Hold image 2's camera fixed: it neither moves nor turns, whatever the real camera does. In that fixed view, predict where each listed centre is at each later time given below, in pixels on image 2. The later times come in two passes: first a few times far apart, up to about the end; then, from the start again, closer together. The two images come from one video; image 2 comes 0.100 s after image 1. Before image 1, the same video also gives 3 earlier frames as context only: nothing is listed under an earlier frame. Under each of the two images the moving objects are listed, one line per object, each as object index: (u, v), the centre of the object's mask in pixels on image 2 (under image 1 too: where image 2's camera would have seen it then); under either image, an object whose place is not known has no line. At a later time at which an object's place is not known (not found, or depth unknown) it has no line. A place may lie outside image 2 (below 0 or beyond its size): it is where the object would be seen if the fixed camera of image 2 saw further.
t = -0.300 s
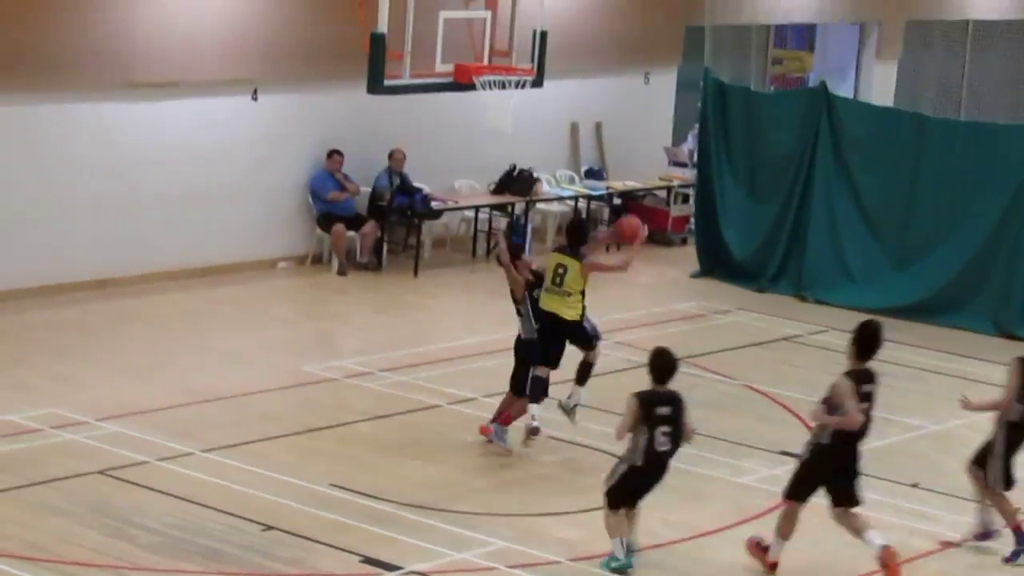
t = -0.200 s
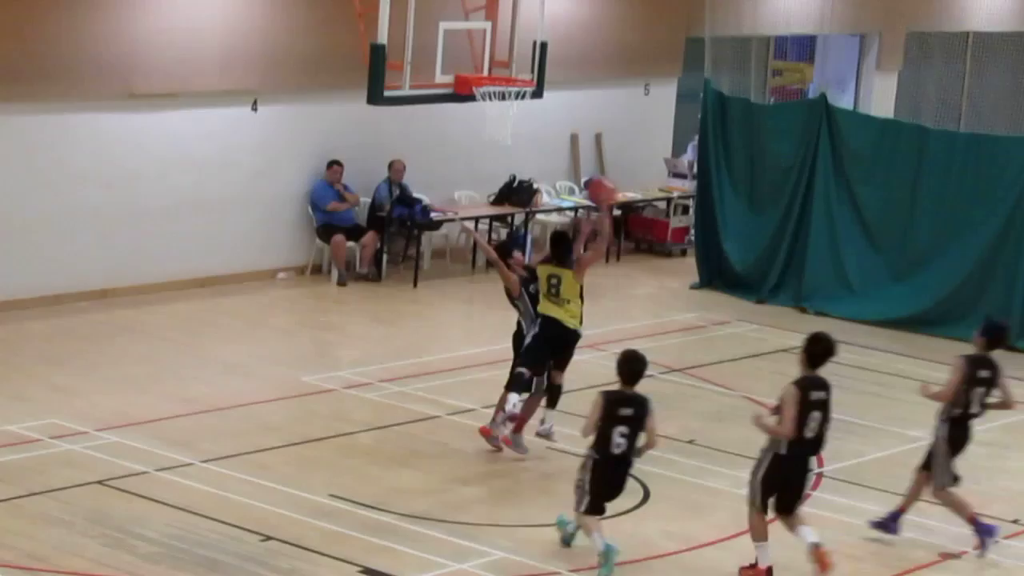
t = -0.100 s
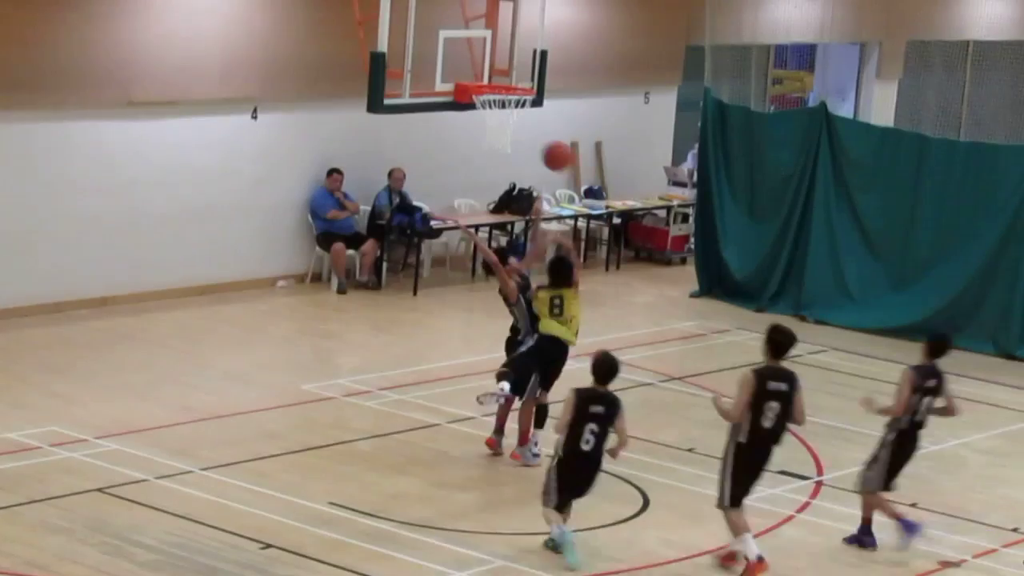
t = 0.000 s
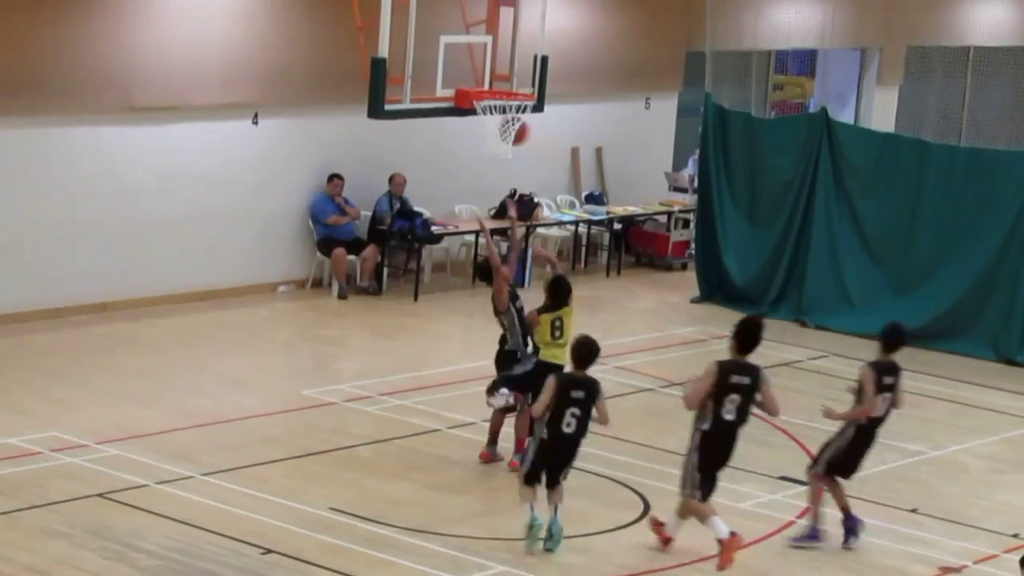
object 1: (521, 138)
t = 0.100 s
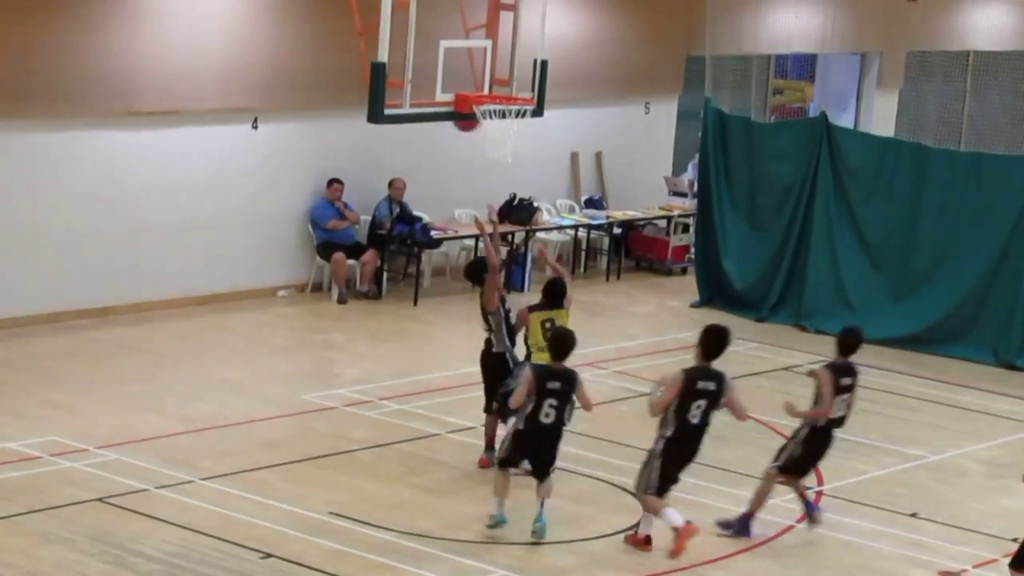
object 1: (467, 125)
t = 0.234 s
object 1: (405, 126)
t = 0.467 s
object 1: (295, 164)
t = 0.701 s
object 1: (184, 279)
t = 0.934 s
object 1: (83, 404)
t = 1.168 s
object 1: (22, 281)
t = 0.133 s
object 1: (451, 125)
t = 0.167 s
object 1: (436, 124)
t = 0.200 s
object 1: (420, 125)
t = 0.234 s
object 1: (405, 126)
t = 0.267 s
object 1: (390, 128)
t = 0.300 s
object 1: (371, 127)
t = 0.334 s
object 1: (357, 128)
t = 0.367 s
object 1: (342, 134)
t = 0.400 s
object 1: (326, 143)
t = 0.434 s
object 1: (311, 153)
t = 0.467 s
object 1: (295, 164)
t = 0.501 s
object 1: (279, 176)
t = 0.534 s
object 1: (263, 190)
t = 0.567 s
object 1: (248, 205)
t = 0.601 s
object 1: (232, 222)
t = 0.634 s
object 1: (216, 240)
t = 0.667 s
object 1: (200, 259)
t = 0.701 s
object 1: (184, 279)
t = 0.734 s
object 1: (170, 301)
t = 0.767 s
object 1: (154, 324)
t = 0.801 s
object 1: (138, 348)
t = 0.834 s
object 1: (122, 373)
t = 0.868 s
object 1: (107, 399)
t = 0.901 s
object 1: (92, 425)
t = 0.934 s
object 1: (83, 404)
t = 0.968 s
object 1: (74, 383)
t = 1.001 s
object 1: (66, 362)
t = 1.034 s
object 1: (57, 344)
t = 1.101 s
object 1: (39, 310)
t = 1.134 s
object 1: (31, 295)
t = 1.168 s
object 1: (22, 281)
